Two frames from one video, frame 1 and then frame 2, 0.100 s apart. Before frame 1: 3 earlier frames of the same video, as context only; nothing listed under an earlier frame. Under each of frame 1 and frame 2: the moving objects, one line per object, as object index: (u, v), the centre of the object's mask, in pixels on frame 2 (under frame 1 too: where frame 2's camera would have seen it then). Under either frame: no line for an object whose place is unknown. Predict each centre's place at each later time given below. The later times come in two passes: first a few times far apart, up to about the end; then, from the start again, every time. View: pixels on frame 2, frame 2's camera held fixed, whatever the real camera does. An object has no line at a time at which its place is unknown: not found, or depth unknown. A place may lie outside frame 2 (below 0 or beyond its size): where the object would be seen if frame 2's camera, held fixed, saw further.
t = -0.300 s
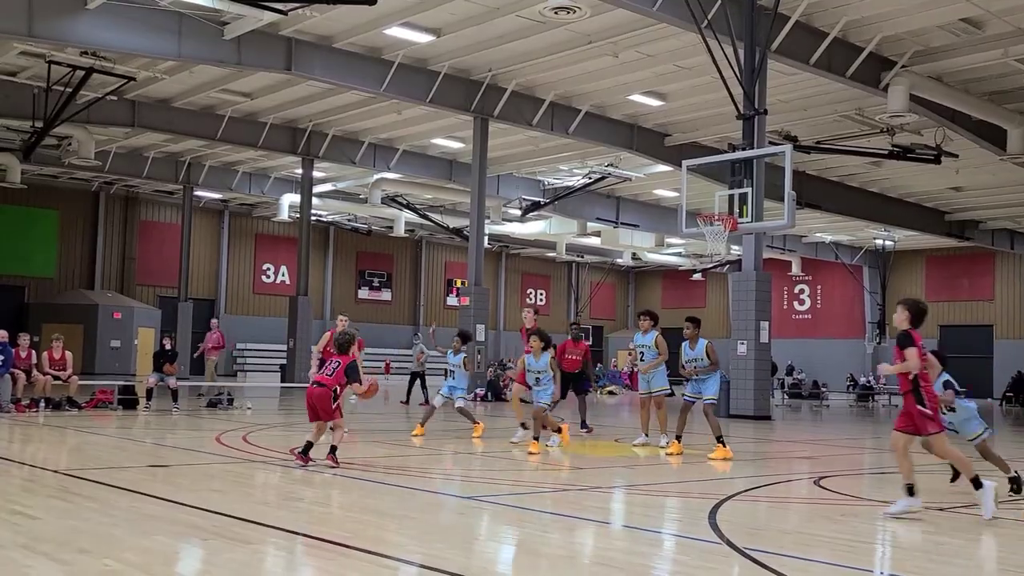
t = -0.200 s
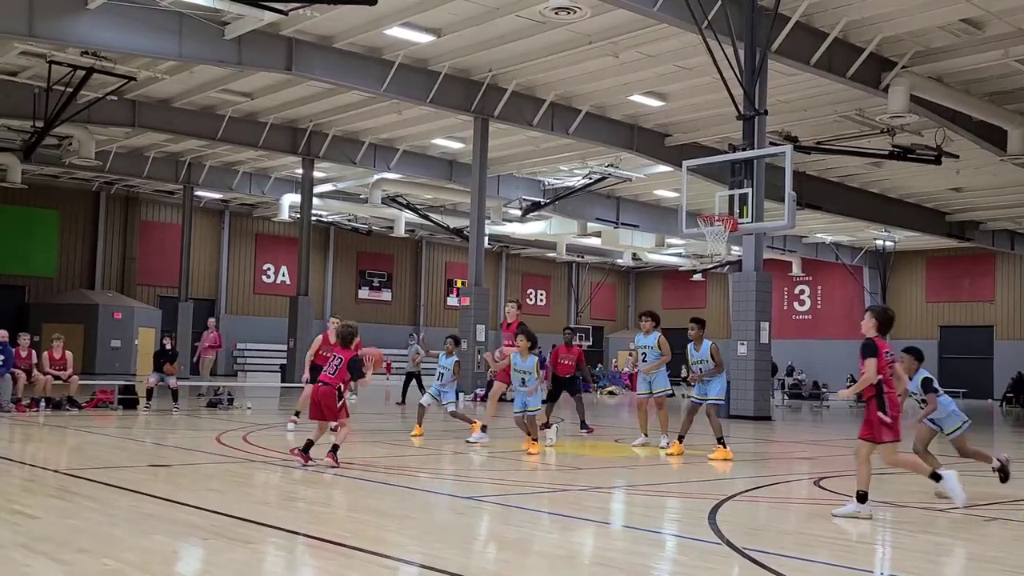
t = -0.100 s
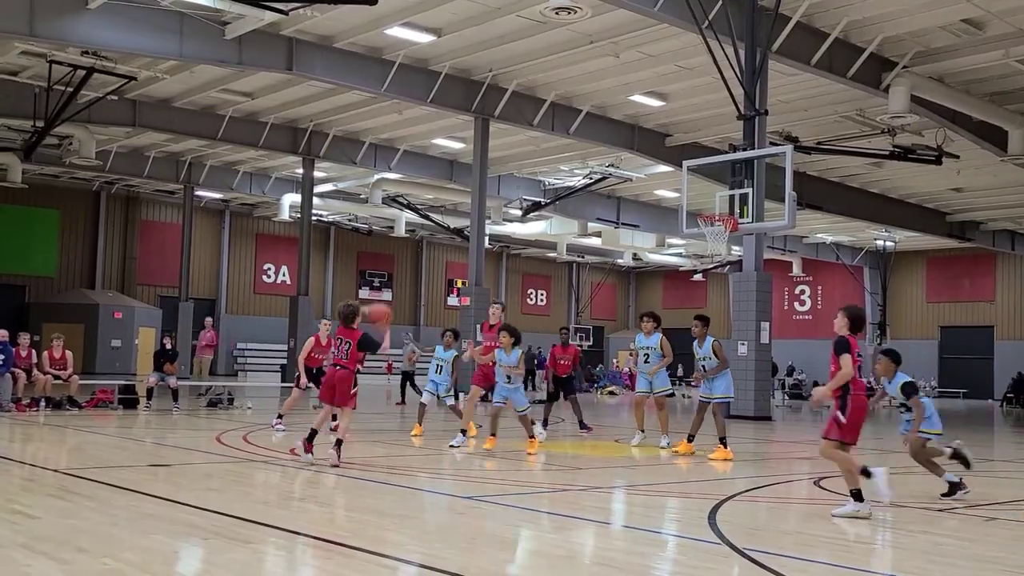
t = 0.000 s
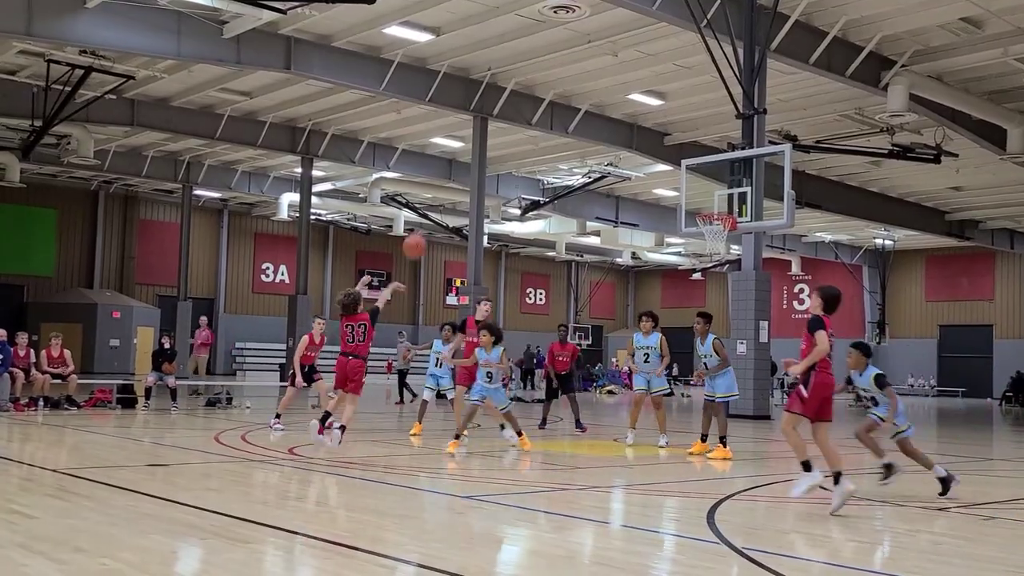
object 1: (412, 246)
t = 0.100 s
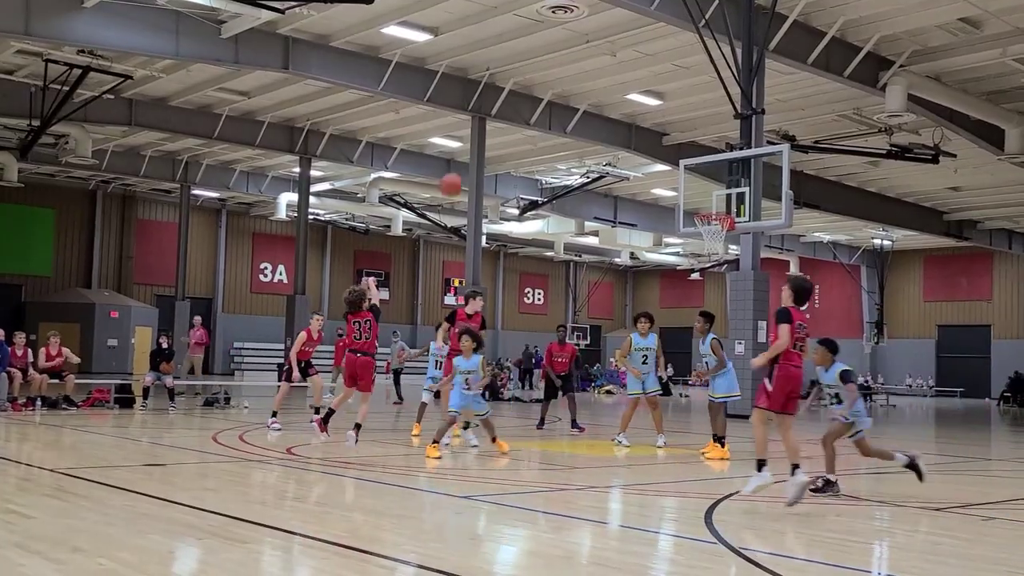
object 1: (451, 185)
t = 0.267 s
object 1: (507, 113)
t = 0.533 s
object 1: (583, 63)
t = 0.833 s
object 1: (654, 80)
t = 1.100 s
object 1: (706, 147)
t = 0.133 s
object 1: (461, 168)
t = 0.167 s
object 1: (473, 152)
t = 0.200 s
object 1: (485, 139)
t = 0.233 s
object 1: (496, 125)
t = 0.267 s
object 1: (507, 113)
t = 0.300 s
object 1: (517, 103)
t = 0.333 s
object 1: (527, 94)
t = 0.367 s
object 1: (537, 86)
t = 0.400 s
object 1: (546, 80)
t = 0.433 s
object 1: (556, 74)
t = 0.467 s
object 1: (565, 70)
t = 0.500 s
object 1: (574, 66)
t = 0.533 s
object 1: (583, 63)
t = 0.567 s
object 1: (592, 62)
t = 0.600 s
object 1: (600, 61)
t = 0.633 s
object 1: (608, 61)
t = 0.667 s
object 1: (616, 61)
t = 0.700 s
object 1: (624, 63)
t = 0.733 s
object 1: (632, 67)
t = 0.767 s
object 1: (639, 70)
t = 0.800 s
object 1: (647, 75)
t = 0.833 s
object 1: (654, 80)
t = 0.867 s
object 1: (661, 85)
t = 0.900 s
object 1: (668, 93)
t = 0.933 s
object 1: (673, 99)
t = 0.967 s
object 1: (681, 108)
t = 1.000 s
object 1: (688, 118)
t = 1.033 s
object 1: (694, 127)
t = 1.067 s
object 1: (700, 137)
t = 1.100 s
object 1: (706, 147)
